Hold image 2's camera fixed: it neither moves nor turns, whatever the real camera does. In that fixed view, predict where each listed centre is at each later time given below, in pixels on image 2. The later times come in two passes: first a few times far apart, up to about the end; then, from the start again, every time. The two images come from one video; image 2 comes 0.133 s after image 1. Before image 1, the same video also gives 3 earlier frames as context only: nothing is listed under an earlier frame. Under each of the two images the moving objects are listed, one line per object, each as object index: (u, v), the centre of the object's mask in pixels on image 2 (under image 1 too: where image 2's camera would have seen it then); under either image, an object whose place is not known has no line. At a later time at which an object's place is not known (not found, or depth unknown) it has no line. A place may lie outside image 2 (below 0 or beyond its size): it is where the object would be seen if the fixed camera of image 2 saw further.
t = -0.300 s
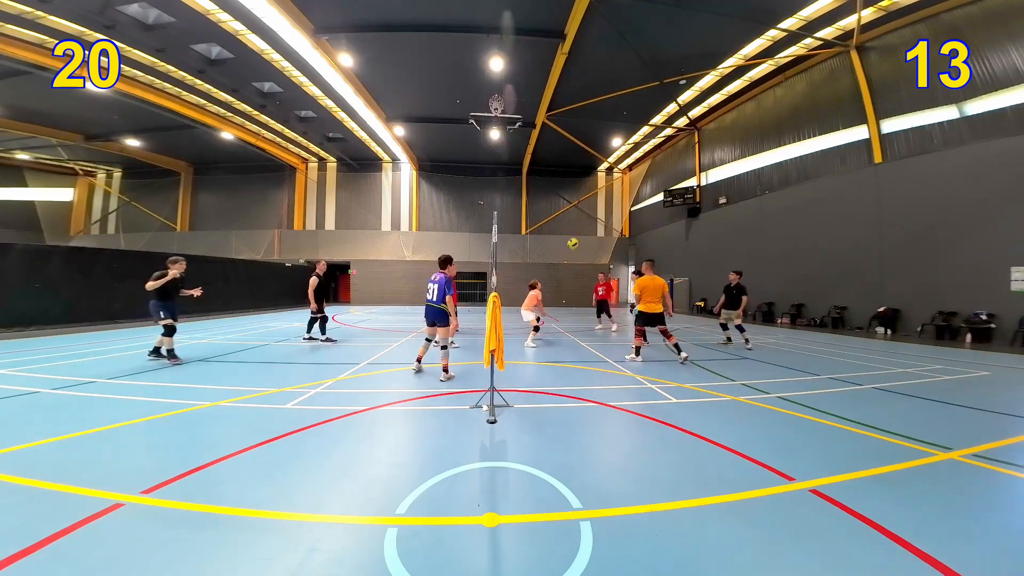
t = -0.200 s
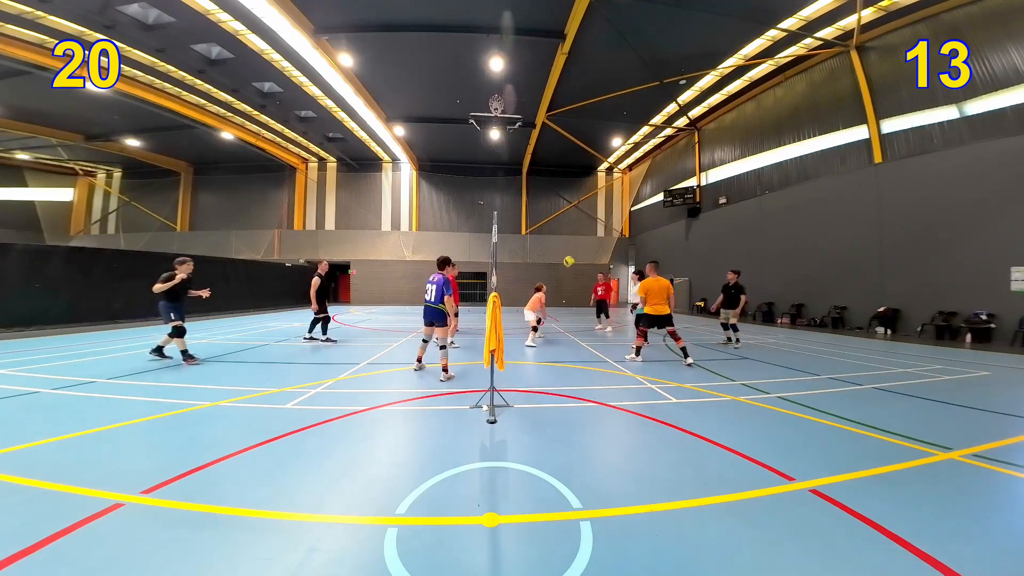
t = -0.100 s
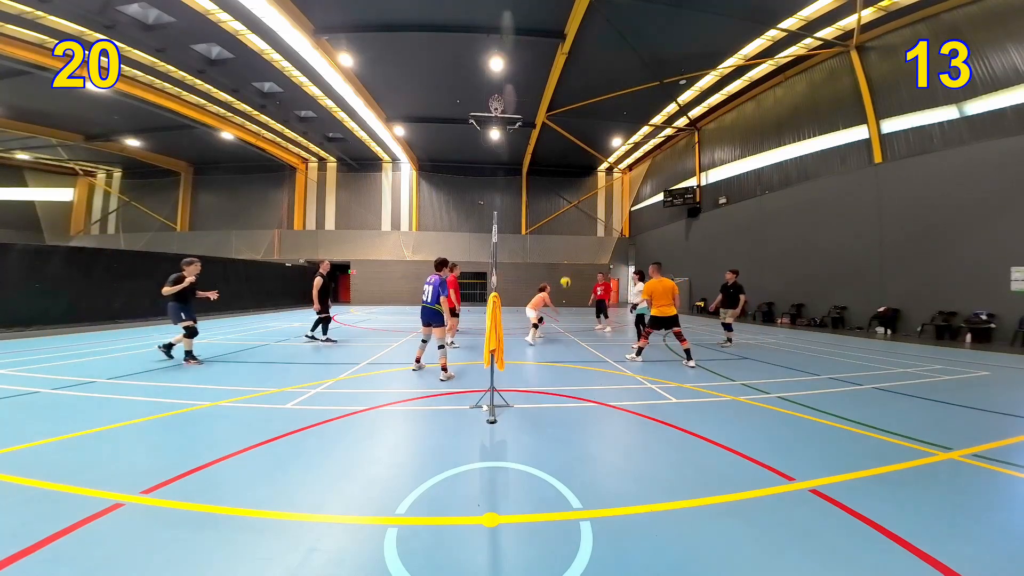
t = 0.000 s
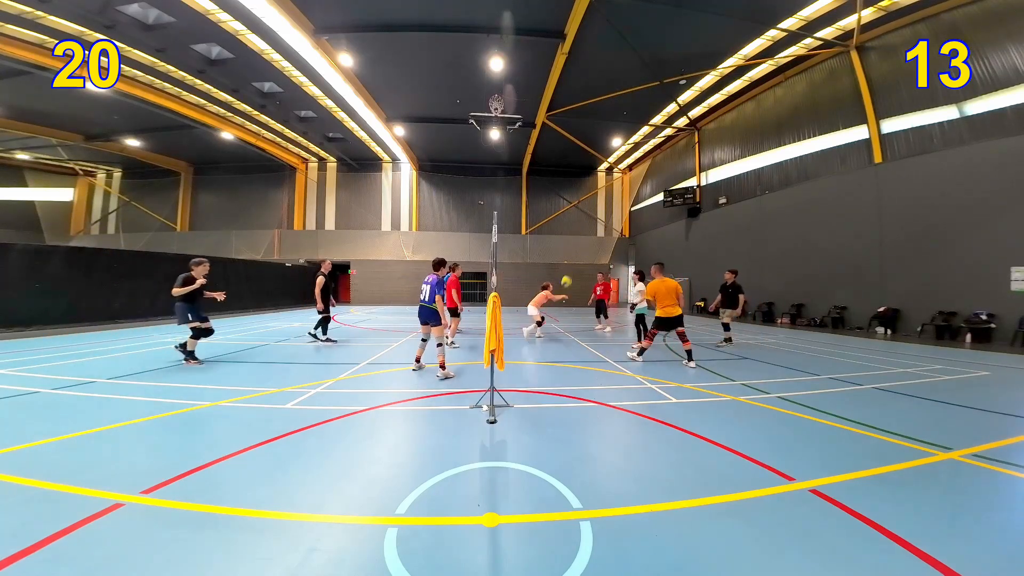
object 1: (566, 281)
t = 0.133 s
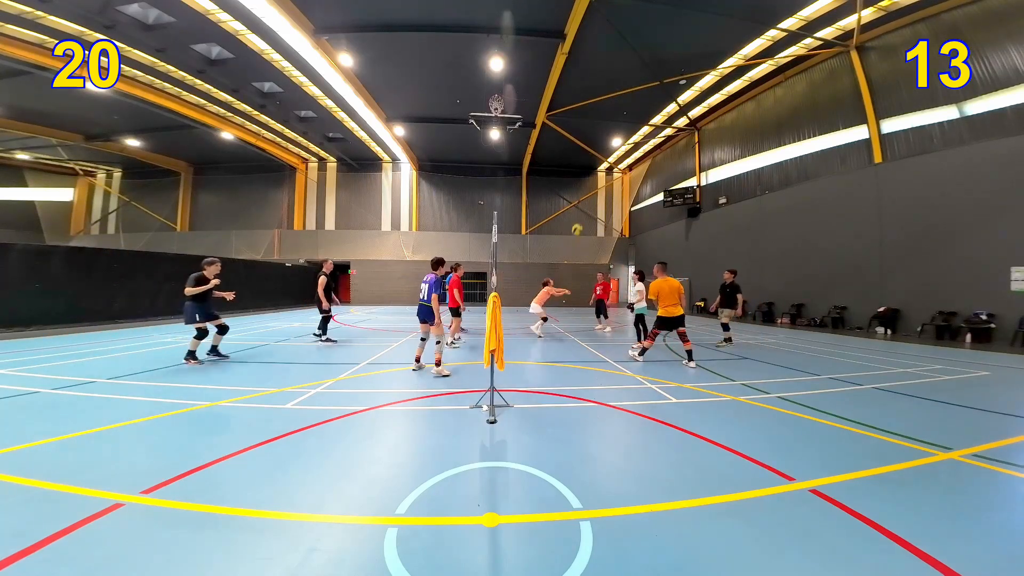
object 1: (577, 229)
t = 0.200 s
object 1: (581, 206)
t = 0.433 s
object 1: (593, 148)
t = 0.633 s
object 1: (601, 121)
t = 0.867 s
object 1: (609, 108)
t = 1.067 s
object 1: (617, 113)
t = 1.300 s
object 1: (626, 135)
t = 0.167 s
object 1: (579, 218)
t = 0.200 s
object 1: (581, 206)
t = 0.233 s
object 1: (584, 196)
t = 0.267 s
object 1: (586, 186)
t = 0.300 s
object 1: (588, 177)
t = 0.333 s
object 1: (589, 169)
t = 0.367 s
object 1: (591, 162)
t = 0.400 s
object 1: (592, 154)
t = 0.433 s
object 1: (593, 148)
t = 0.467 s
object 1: (595, 142)
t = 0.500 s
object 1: (596, 137)
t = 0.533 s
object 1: (597, 132)
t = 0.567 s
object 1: (598, 128)
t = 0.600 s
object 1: (599, 124)
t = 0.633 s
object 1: (601, 121)
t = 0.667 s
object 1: (602, 118)
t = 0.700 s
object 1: (603, 115)
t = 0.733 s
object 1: (604, 113)
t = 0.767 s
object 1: (606, 111)
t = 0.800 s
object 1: (607, 110)
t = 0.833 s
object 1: (608, 109)
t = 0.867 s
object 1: (609, 108)
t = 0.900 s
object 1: (611, 108)
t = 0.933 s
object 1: (612, 109)
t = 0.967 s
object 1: (613, 109)
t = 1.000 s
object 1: (614, 110)
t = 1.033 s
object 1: (616, 111)
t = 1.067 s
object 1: (617, 113)
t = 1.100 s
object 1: (618, 115)
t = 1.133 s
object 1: (619, 118)
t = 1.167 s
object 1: (620, 121)
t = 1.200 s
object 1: (621, 124)
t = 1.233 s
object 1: (623, 128)
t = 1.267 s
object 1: (624, 131)
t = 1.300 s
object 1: (626, 135)
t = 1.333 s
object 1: (626, 141)
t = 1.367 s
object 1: (627, 146)
